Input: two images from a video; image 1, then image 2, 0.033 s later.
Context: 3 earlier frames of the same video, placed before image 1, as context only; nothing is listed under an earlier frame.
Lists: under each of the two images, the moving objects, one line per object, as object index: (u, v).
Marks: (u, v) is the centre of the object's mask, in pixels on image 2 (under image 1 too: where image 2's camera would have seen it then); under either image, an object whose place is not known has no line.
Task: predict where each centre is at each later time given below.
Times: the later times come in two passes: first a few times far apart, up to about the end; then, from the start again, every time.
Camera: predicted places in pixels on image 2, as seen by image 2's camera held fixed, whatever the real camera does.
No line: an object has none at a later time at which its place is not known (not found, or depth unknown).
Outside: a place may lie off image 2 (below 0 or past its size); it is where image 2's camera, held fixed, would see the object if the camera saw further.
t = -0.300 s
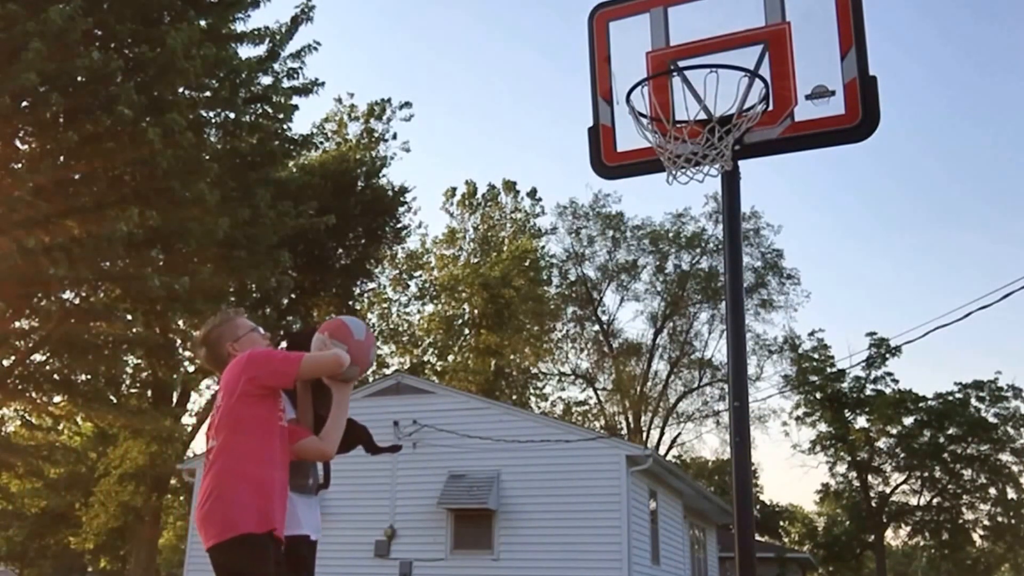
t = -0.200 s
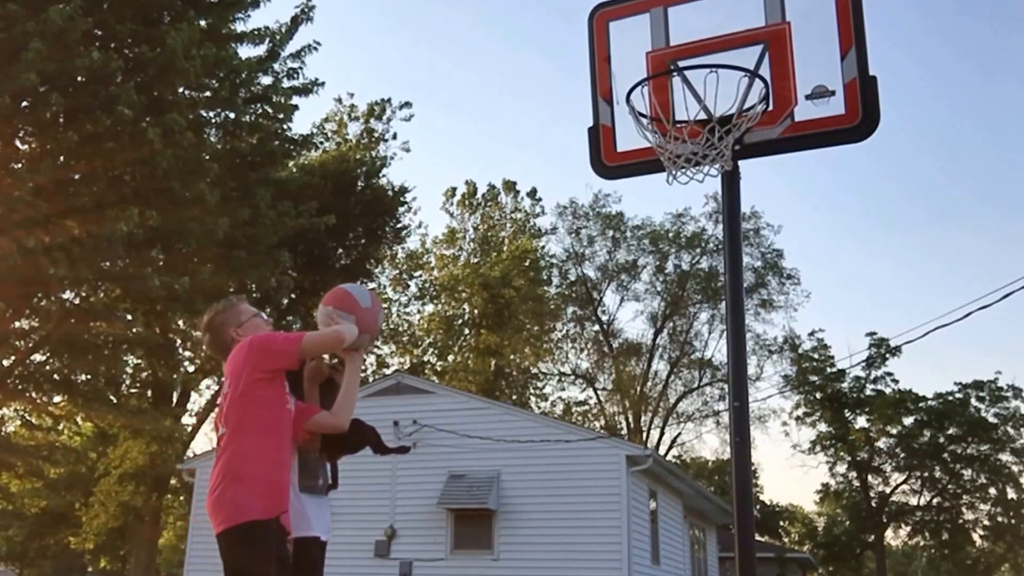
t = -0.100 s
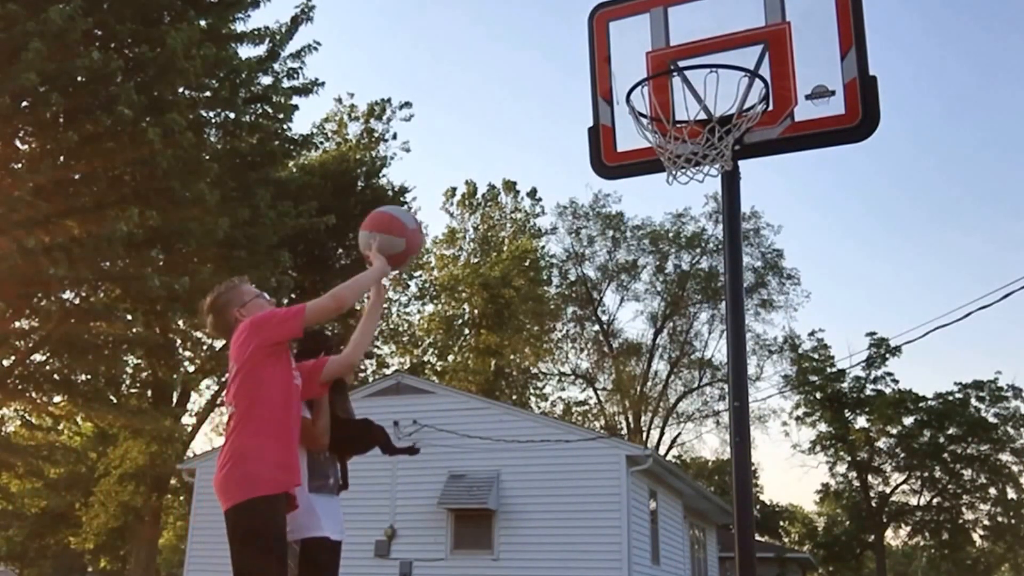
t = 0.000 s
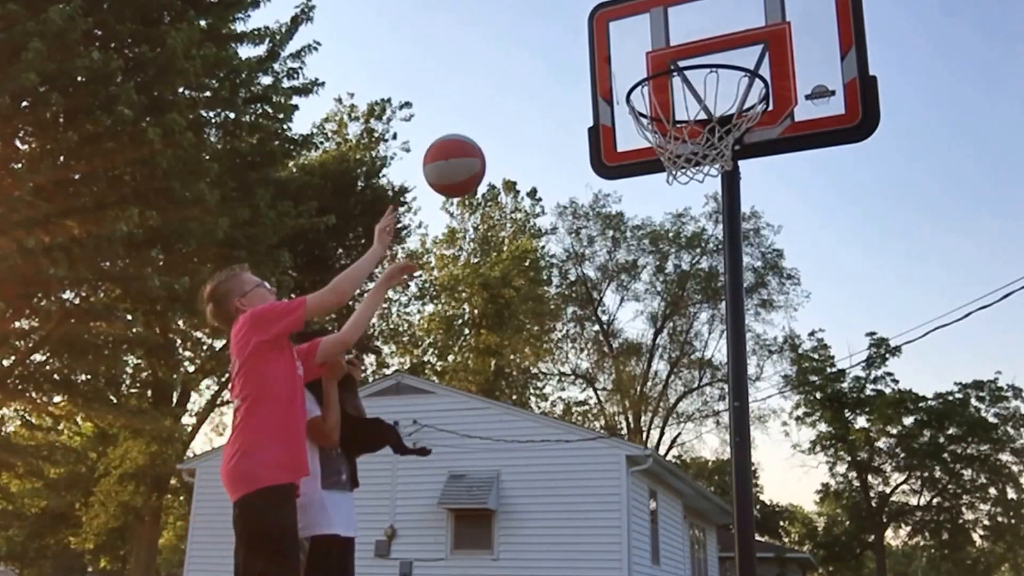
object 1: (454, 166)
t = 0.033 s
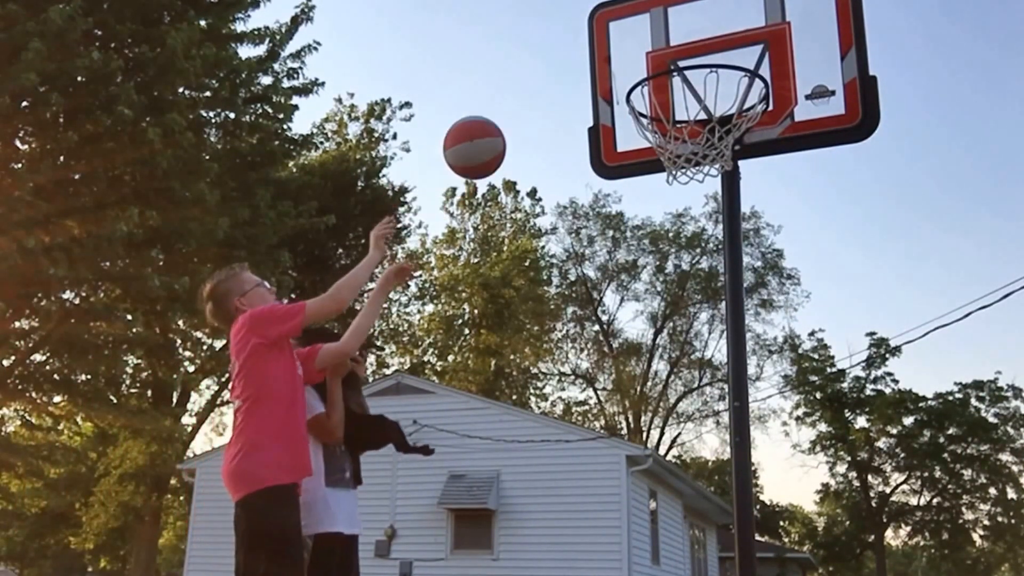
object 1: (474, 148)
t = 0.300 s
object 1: (622, 92)
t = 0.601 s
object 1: (637, 123)
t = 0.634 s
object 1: (635, 132)
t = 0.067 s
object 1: (494, 132)
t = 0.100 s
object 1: (514, 119)
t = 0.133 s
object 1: (534, 109)
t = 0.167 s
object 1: (553, 101)
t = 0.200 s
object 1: (573, 97)
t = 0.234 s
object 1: (592, 94)
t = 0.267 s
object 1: (611, 94)
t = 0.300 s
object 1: (622, 92)
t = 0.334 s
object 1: (624, 87)
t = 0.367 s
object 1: (626, 83)
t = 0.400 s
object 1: (627, 82)
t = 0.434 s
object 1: (629, 83)
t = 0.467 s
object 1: (632, 87)
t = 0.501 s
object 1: (636, 94)
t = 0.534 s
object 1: (638, 101)
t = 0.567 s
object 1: (638, 112)
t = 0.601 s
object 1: (637, 123)
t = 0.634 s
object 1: (635, 132)
